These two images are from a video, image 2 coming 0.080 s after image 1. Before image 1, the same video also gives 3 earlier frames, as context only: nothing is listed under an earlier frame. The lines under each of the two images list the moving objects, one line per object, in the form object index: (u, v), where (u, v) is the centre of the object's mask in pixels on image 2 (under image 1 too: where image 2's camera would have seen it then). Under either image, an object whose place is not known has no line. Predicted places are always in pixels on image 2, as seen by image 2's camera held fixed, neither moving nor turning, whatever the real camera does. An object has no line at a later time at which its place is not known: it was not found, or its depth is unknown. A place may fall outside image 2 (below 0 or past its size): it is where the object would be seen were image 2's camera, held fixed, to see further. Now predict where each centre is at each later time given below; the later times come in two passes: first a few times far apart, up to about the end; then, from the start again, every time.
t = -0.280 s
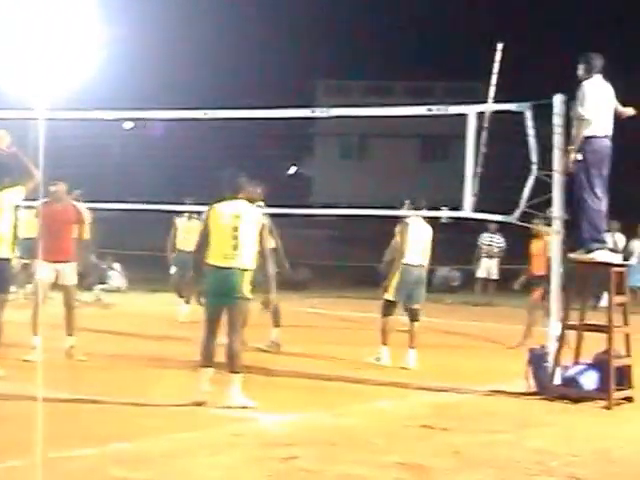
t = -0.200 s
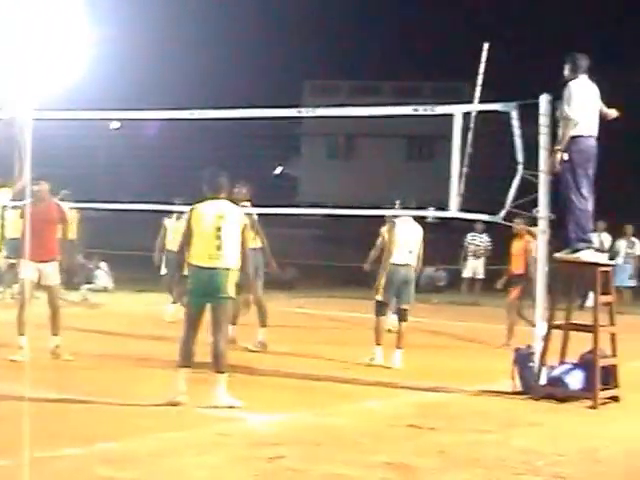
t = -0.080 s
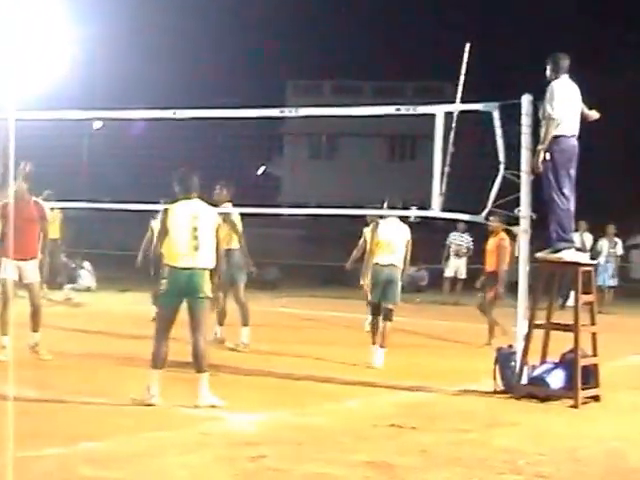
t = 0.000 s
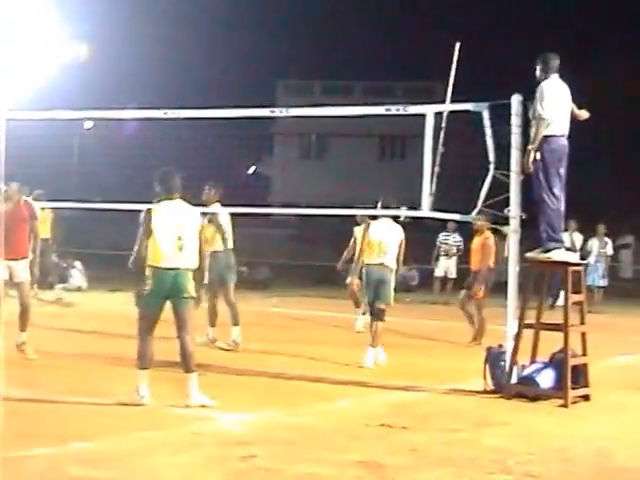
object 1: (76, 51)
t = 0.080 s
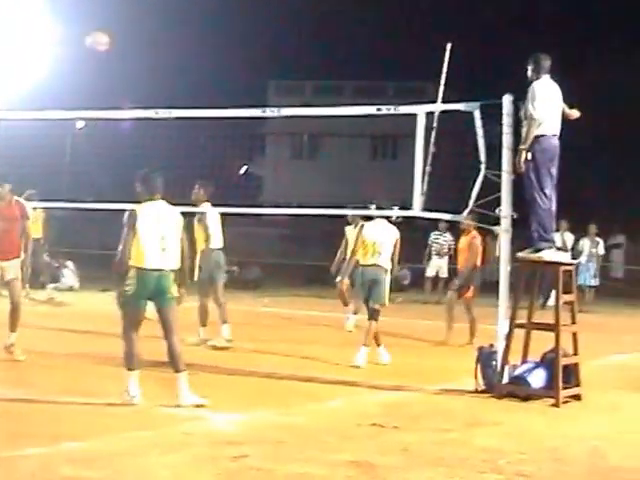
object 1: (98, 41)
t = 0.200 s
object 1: (136, 39)
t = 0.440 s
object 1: (202, 72)
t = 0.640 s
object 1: (245, 129)
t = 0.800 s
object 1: (277, 188)
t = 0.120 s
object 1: (112, 38)
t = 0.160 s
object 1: (124, 38)
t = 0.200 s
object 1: (136, 39)
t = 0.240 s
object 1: (148, 42)
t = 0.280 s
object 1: (158, 45)
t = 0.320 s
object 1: (171, 50)
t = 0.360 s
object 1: (180, 56)
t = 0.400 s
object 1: (190, 63)
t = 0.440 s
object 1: (202, 72)
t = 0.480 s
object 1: (211, 81)
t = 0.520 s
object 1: (220, 92)
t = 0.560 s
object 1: (228, 101)
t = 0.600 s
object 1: (239, 121)
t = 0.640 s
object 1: (245, 129)
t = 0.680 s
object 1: (254, 142)
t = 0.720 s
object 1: (261, 156)
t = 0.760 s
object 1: (269, 171)
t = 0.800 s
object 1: (277, 188)
